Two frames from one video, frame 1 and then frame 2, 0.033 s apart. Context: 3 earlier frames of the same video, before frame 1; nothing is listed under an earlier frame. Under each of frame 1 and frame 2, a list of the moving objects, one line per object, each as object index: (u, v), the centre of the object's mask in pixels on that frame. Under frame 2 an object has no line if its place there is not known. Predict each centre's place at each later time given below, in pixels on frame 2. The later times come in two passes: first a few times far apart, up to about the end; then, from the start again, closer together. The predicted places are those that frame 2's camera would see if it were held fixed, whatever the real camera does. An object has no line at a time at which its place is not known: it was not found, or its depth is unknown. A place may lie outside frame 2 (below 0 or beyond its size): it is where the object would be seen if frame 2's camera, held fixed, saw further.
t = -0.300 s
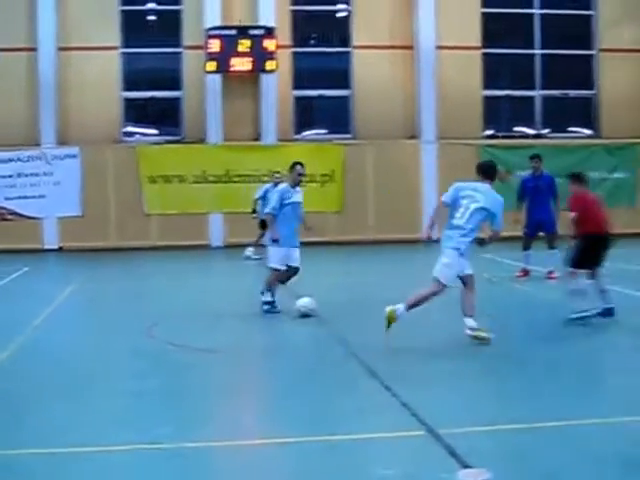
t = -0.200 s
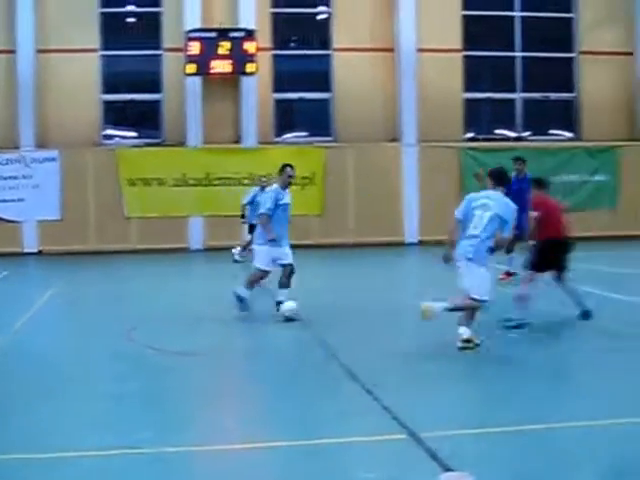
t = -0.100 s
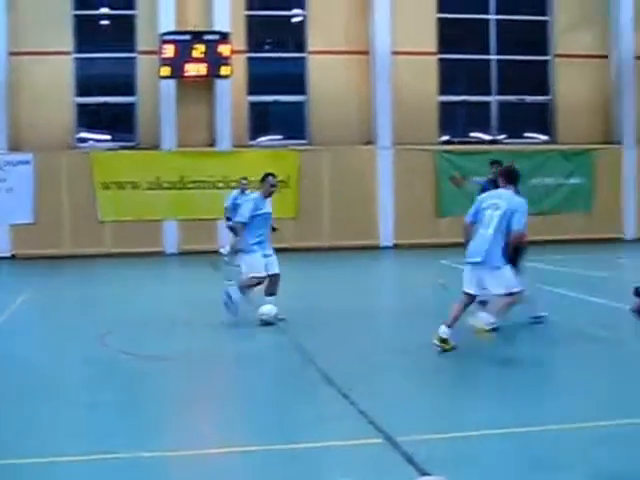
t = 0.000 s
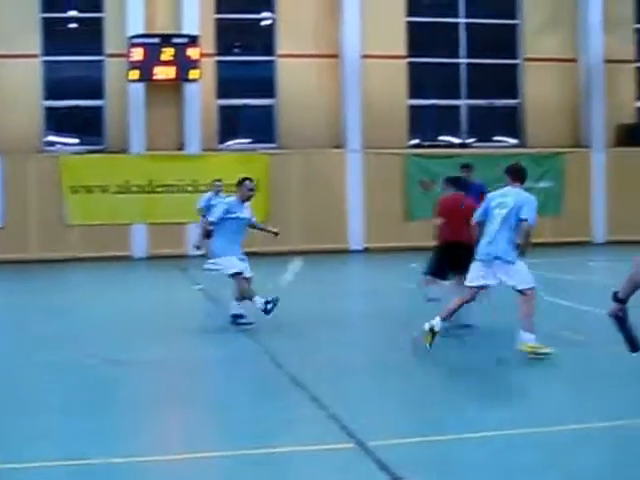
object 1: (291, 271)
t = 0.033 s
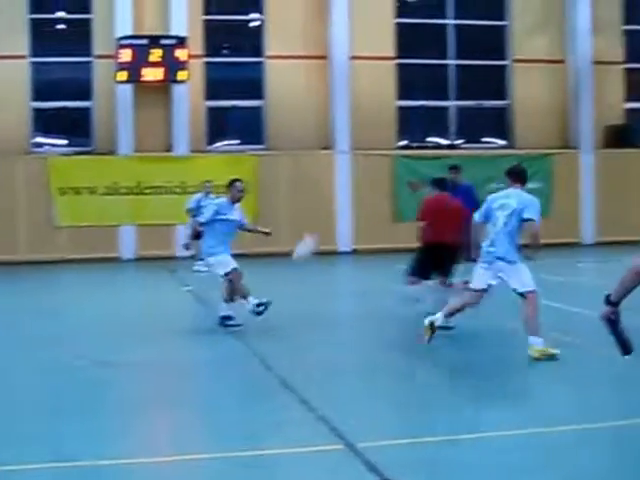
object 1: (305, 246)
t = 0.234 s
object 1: (437, 125)
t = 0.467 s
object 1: (578, 36)
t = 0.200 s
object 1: (417, 140)
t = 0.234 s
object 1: (437, 125)
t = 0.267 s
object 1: (457, 110)
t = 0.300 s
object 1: (479, 93)
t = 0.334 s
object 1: (499, 80)
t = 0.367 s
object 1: (520, 68)
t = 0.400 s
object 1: (540, 55)
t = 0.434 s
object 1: (559, 45)
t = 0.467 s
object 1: (578, 36)
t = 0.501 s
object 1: (597, 30)
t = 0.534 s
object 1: (615, 24)
